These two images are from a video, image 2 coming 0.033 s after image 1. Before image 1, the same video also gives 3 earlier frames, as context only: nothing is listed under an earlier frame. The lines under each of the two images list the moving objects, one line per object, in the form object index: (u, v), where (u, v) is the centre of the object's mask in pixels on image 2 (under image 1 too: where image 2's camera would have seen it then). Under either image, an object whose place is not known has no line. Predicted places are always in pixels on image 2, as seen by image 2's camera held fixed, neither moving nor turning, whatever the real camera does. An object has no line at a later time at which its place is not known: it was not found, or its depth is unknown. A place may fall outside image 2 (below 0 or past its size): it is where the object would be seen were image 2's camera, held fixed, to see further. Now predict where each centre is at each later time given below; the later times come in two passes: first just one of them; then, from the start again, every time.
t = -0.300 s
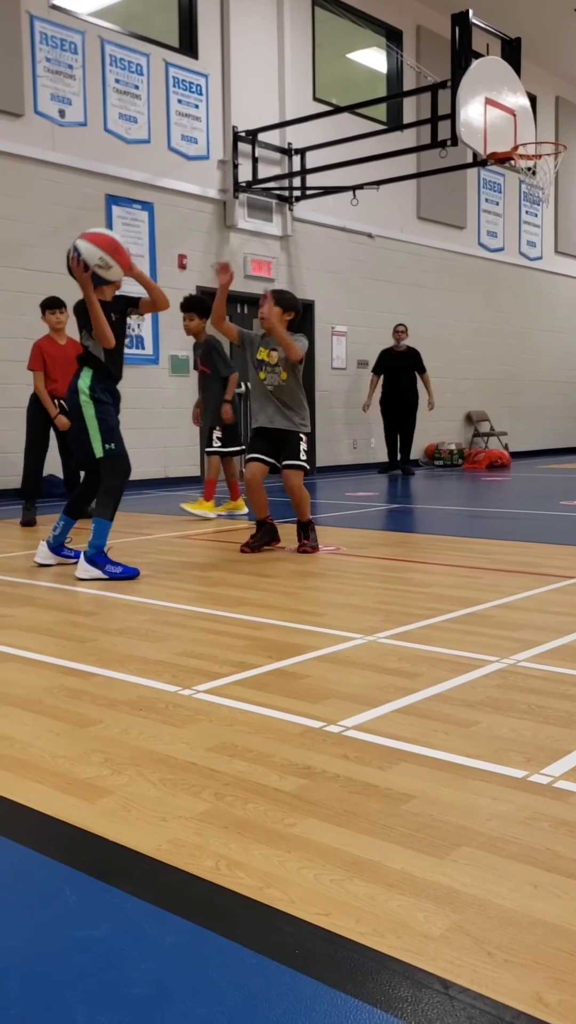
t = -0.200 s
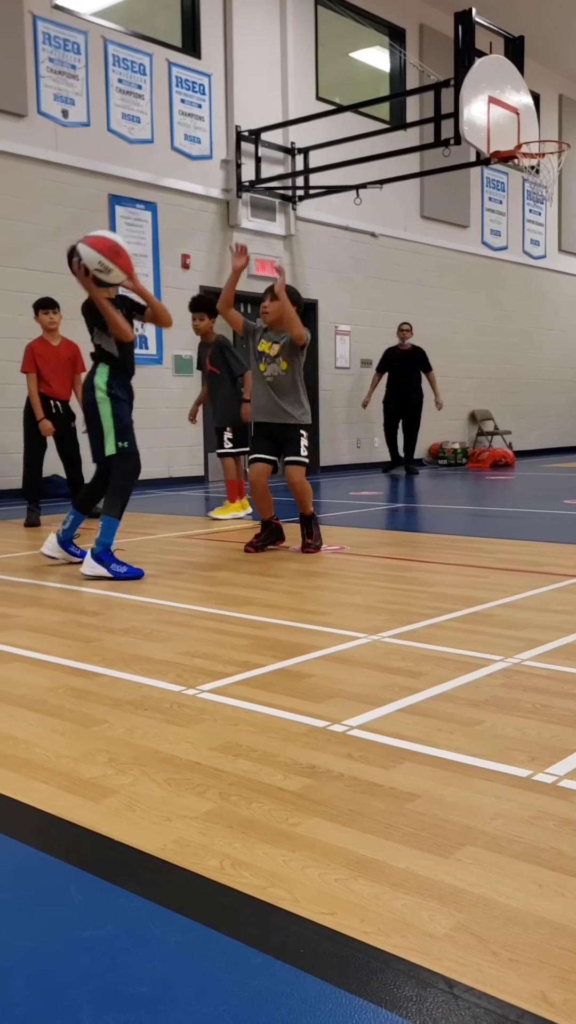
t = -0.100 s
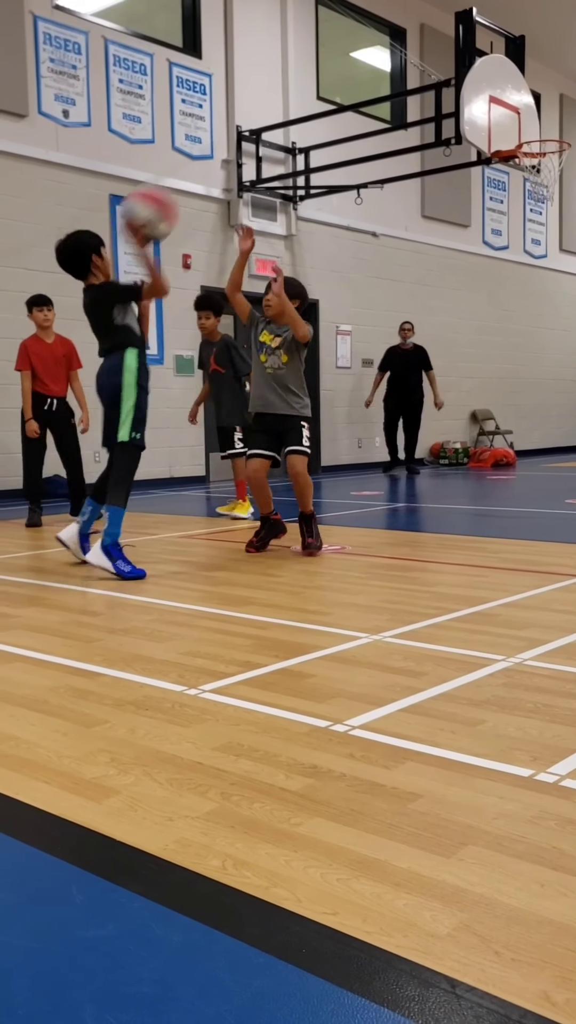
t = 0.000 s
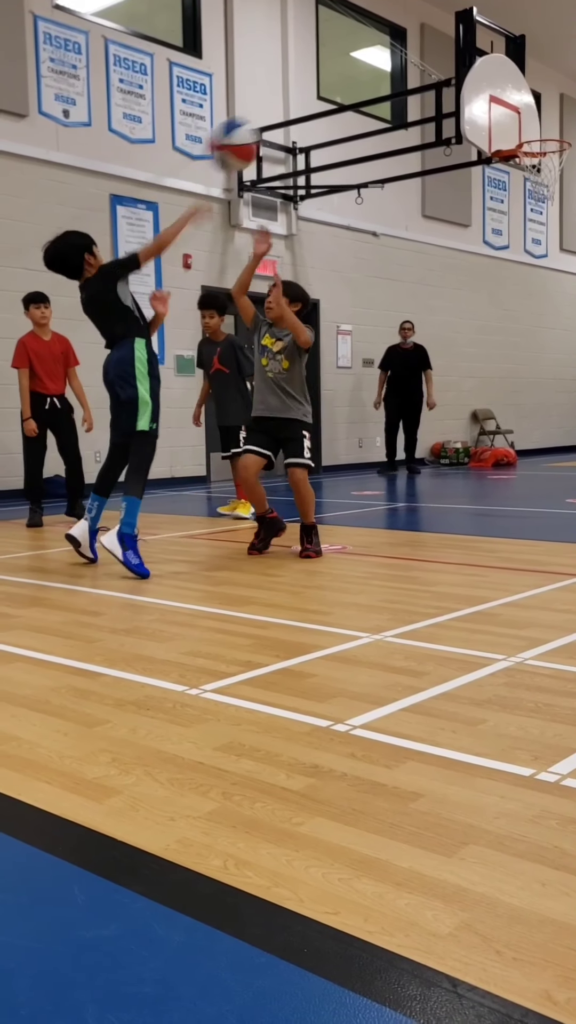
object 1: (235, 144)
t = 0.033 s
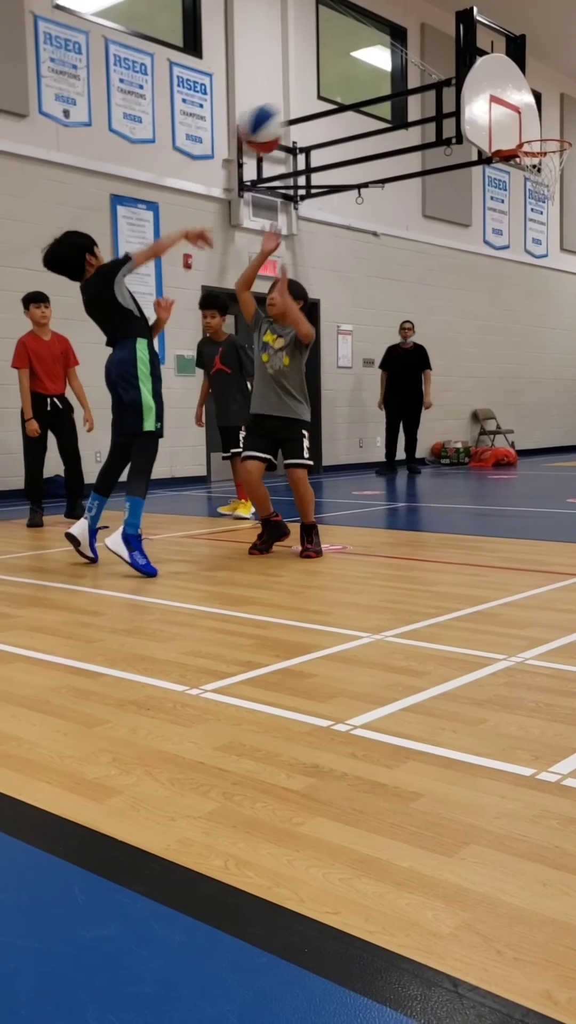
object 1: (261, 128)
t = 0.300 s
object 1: (415, 106)
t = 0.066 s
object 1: (284, 117)
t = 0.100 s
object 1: (306, 107)
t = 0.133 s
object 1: (328, 102)
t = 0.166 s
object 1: (348, 99)
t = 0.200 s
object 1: (367, 97)
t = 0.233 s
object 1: (385, 99)
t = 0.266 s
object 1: (400, 101)
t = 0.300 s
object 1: (415, 106)
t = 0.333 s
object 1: (430, 111)
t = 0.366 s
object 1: (443, 118)
